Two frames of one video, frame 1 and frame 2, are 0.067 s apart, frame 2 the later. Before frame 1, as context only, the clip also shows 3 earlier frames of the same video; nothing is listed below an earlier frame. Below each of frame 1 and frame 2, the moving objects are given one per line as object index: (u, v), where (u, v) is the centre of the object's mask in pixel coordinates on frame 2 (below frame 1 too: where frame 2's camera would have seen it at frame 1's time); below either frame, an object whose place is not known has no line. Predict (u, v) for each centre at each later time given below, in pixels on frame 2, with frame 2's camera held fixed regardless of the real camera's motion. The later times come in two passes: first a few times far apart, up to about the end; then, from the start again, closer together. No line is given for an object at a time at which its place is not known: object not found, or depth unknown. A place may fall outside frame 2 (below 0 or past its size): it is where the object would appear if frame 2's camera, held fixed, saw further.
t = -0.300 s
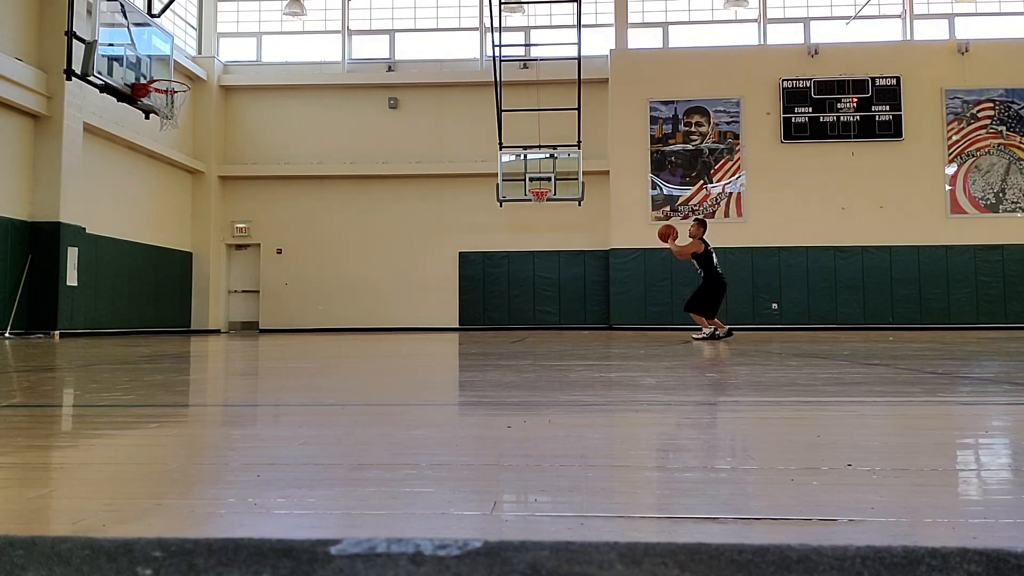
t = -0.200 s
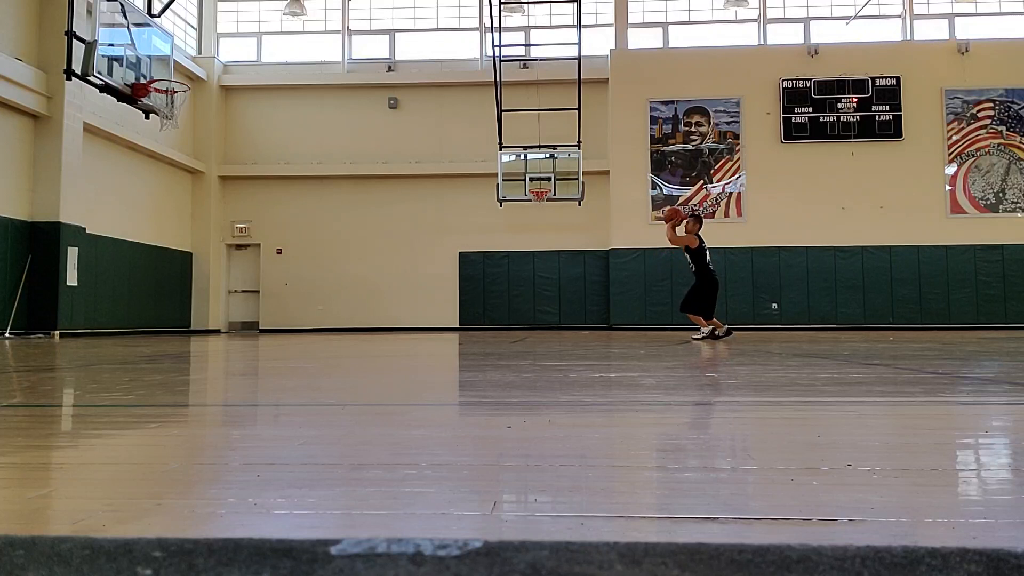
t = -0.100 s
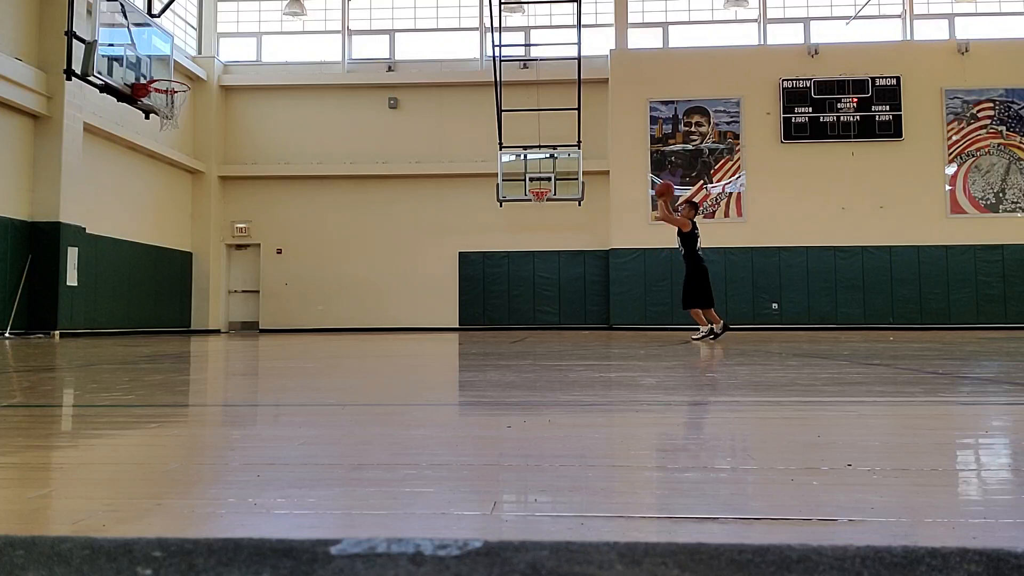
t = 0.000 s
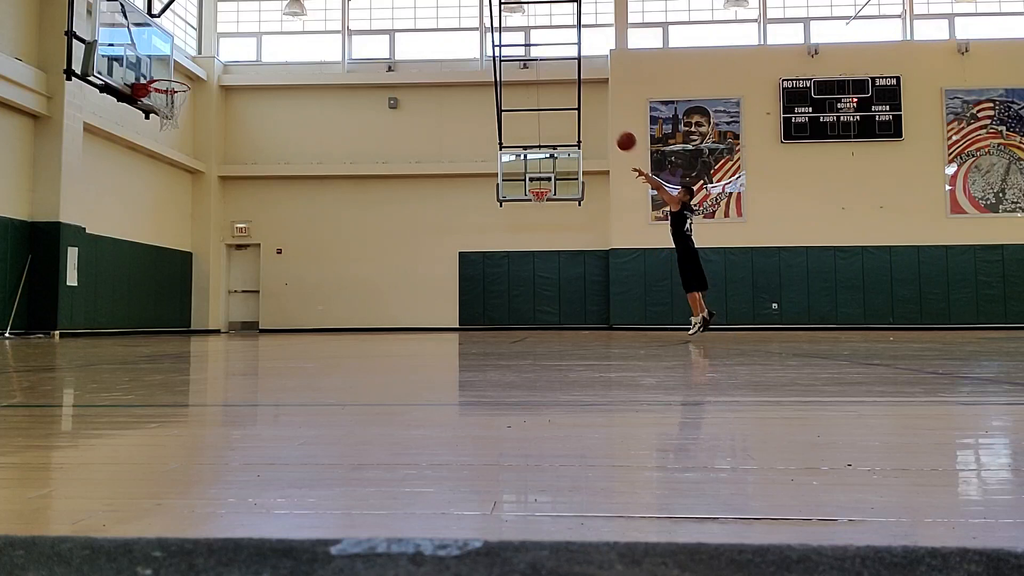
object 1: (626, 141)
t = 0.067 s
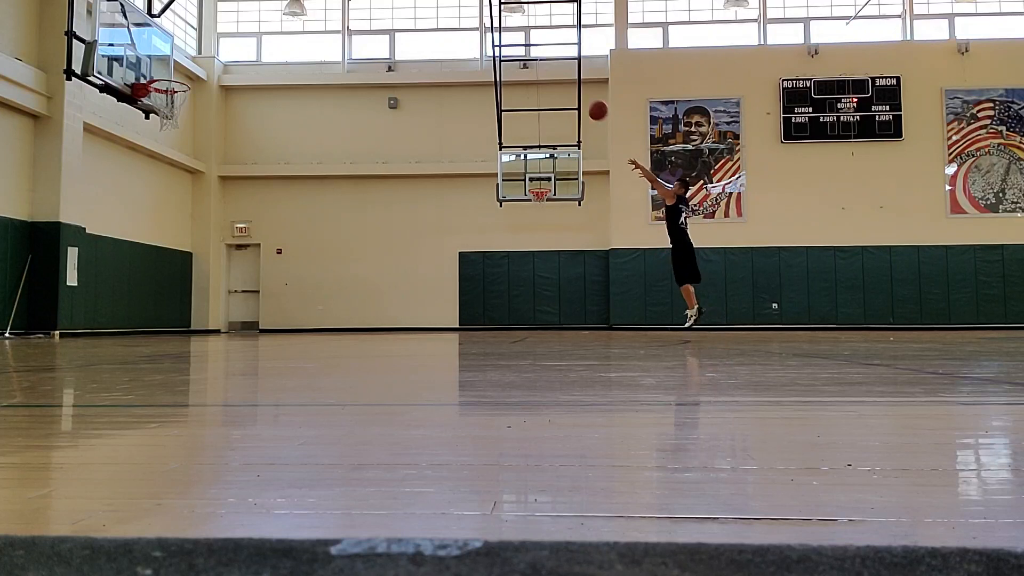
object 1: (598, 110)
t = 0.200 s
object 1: (542, 61)
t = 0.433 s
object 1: (444, 7)
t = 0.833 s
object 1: (283, 11)
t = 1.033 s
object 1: (203, 62)
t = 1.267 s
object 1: (156, 109)
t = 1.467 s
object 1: (160, 129)
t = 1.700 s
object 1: (165, 197)
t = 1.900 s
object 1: (169, 297)
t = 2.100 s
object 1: (182, 270)
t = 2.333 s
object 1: (202, 202)
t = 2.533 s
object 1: (218, 181)
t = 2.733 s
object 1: (234, 195)
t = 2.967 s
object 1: (252, 256)
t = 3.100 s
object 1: (261, 313)
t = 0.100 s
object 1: (584, 96)
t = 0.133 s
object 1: (570, 84)
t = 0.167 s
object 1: (556, 71)
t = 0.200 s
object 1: (542, 61)
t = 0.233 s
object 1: (527, 50)
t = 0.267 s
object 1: (514, 40)
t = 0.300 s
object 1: (500, 31)
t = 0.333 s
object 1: (486, 24)
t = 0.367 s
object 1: (472, 17)
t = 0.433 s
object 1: (444, 7)
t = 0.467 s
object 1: (431, 5)
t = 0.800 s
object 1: (297, 8)
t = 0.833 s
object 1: (283, 11)
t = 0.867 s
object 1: (270, 18)
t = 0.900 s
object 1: (256, 25)
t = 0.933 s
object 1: (243, 33)
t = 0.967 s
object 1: (230, 41)
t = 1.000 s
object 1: (216, 51)
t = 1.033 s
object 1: (203, 62)
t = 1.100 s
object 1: (178, 83)
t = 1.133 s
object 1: (166, 89)
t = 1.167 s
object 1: (158, 95)
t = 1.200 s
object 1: (157, 101)
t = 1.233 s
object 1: (156, 106)
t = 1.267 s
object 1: (156, 109)
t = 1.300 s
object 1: (155, 110)
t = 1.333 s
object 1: (156, 113)
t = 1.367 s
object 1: (157, 116)
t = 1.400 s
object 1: (158, 119)
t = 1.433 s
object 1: (159, 123)
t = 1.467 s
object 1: (160, 129)
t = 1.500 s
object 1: (161, 136)
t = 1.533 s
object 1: (162, 144)
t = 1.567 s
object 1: (162, 152)
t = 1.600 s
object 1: (163, 162)
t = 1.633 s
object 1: (164, 173)
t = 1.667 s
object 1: (164, 184)
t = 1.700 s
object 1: (165, 197)
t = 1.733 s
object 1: (166, 211)
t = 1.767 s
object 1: (166, 226)
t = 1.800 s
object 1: (167, 242)
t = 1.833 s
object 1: (168, 259)
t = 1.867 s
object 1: (168, 277)
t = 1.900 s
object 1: (169, 297)
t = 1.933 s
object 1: (169, 317)
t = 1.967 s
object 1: (170, 330)
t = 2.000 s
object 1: (173, 313)
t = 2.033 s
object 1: (177, 298)
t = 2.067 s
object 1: (179, 283)
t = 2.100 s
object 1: (182, 270)
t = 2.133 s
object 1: (185, 258)
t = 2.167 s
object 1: (188, 246)
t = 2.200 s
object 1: (191, 235)
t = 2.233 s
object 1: (194, 225)
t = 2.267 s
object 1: (197, 216)
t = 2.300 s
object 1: (199, 209)
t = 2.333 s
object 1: (202, 202)
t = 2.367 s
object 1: (205, 196)
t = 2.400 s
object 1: (208, 191)
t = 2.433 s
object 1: (210, 187)
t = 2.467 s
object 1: (213, 184)
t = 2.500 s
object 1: (216, 182)
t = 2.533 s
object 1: (218, 181)
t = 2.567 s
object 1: (221, 181)
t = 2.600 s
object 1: (224, 182)
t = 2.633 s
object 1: (226, 184)
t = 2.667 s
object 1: (229, 187)
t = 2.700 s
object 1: (232, 190)
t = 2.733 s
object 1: (234, 195)
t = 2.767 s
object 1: (237, 201)
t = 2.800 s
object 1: (239, 207)
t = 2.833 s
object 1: (242, 215)
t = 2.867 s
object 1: (244, 224)
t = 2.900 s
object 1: (246, 234)
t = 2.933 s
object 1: (249, 245)
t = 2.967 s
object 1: (252, 256)
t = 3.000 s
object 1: (254, 269)
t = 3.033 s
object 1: (256, 283)
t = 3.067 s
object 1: (259, 298)
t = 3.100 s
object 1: (261, 313)
